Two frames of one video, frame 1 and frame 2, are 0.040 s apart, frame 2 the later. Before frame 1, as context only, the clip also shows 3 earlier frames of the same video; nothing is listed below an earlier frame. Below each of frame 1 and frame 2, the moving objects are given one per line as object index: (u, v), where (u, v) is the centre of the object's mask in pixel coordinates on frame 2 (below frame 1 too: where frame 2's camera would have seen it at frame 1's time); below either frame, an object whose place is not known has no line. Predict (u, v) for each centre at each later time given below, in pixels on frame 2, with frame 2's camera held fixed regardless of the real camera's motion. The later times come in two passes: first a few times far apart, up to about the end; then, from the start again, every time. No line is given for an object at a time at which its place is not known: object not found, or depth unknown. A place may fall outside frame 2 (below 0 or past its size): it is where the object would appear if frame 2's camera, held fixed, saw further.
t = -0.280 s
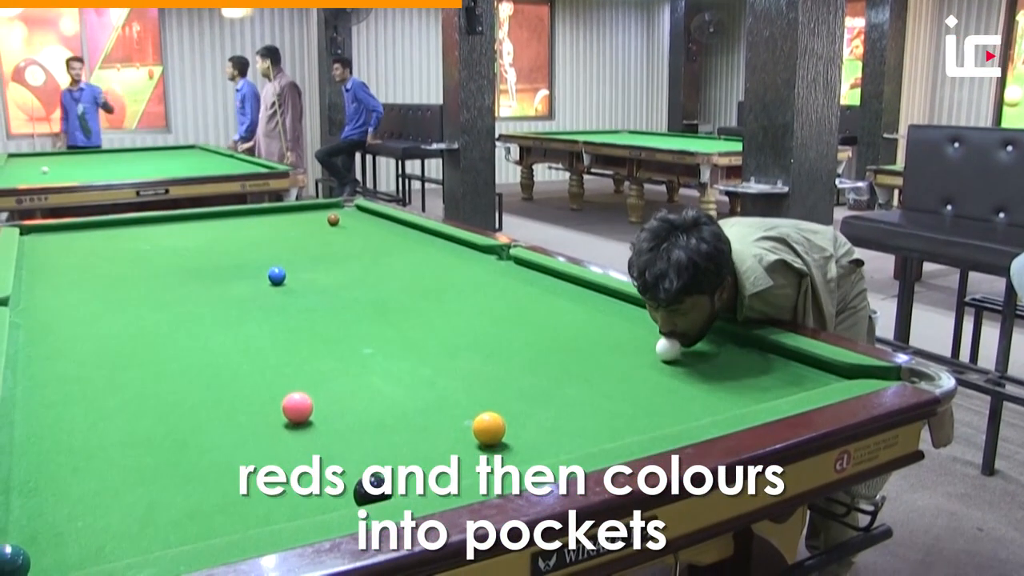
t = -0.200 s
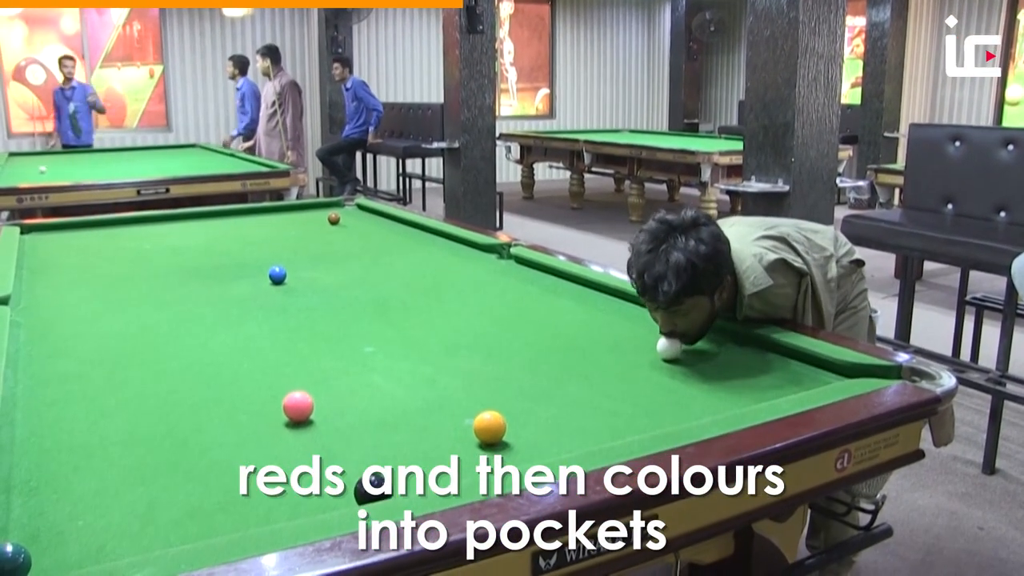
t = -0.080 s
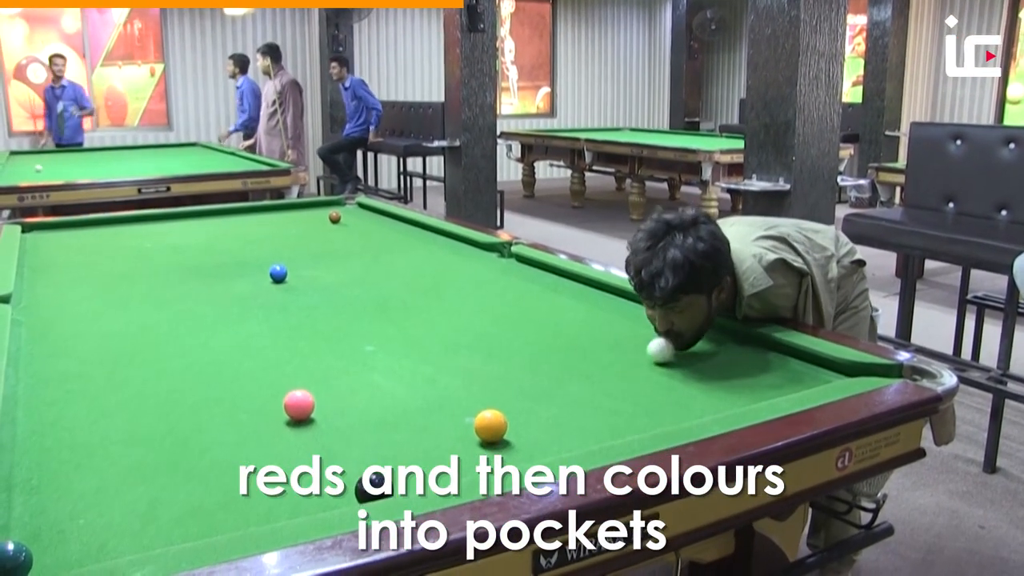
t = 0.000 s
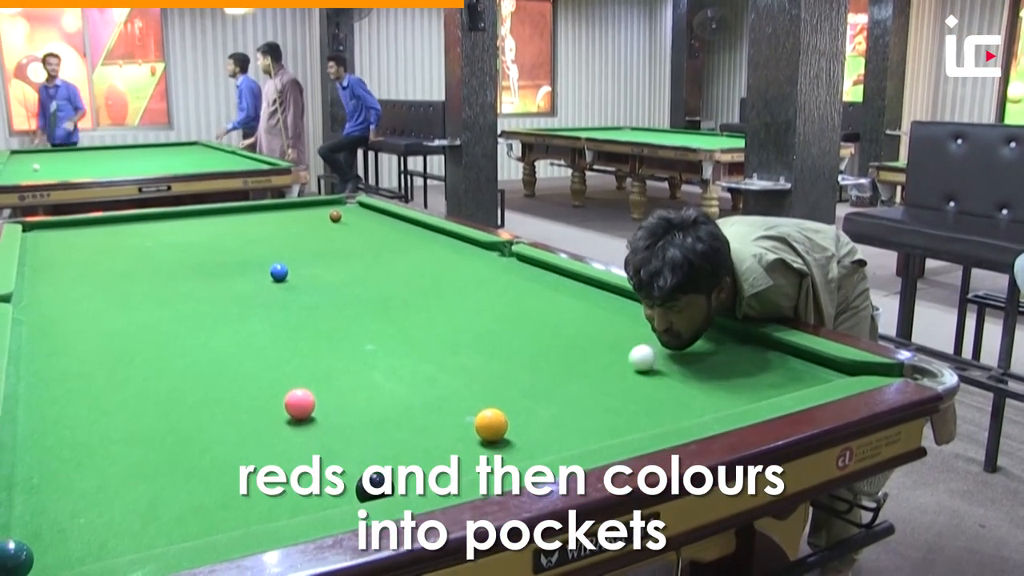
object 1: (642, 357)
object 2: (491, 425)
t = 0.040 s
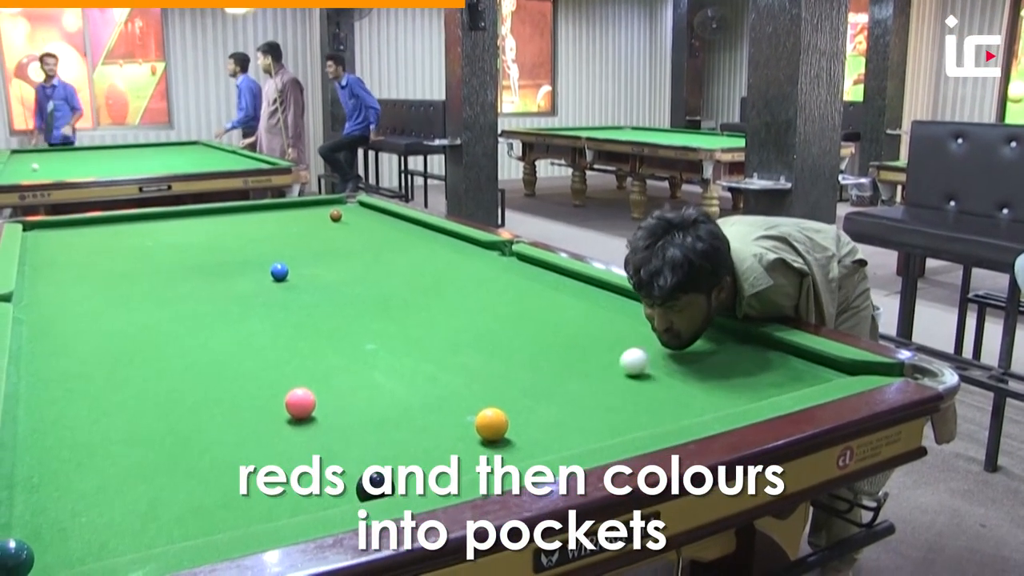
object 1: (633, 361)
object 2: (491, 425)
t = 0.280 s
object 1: (573, 390)
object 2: (491, 424)
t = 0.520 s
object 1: (518, 417)
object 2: (476, 429)
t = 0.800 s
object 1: (509, 430)
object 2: (407, 453)
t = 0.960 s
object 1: (505, 437)
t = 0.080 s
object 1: (624, 366)
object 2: (491, 424)
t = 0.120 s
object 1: (614, 370)
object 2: (491, 425)
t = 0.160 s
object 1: (604, 375)
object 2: (491, 424)
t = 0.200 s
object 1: (594, 380)
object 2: (491, 424)
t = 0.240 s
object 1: (584, 385)
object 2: (491, 424)
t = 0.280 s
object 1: (573, 390)
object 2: (491, 424)
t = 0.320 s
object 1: (562, 395)
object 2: (491, 424)
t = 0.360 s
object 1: (550, 400)
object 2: (491, 424)
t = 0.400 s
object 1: (539, 405)
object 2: (491, 424)
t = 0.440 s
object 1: (527, 411)
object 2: (491, 424)
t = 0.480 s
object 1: (518, 416)
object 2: (488, 425)
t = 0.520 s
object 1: (518, 417)
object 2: (476, 429)
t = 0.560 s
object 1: (517, 419)
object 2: (465, 433)
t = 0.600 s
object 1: (516, 421)
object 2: (456, 437)
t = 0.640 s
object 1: (514, 423)
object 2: (446, 440)
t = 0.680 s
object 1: (513, 425)
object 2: (436, 443)
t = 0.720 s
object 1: (512, 427)
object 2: (427, 447)
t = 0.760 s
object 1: (511, 429)
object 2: (417, 450)
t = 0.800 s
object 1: (509, 430)
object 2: (407, 453)
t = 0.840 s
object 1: (508, 432)
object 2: (397, 457)
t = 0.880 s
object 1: (507, 434)
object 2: (388, 458)
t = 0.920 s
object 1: (506, 435)
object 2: (377, 460)
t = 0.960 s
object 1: (505, 437)
